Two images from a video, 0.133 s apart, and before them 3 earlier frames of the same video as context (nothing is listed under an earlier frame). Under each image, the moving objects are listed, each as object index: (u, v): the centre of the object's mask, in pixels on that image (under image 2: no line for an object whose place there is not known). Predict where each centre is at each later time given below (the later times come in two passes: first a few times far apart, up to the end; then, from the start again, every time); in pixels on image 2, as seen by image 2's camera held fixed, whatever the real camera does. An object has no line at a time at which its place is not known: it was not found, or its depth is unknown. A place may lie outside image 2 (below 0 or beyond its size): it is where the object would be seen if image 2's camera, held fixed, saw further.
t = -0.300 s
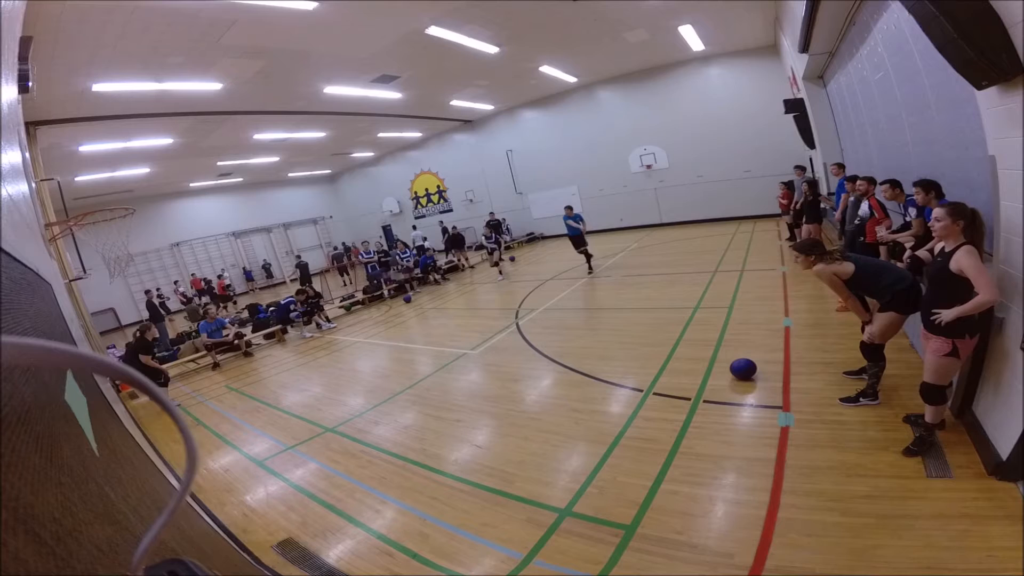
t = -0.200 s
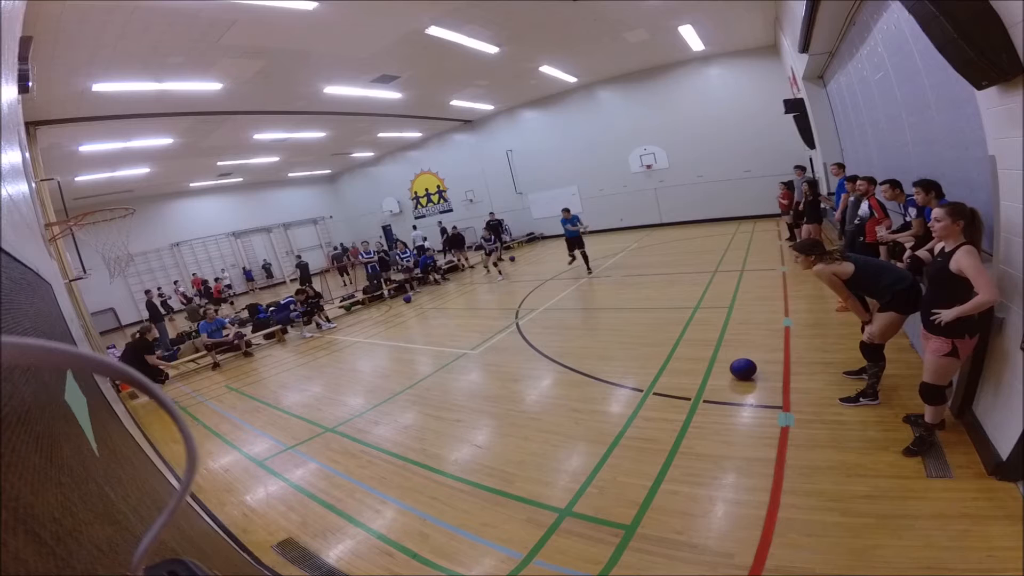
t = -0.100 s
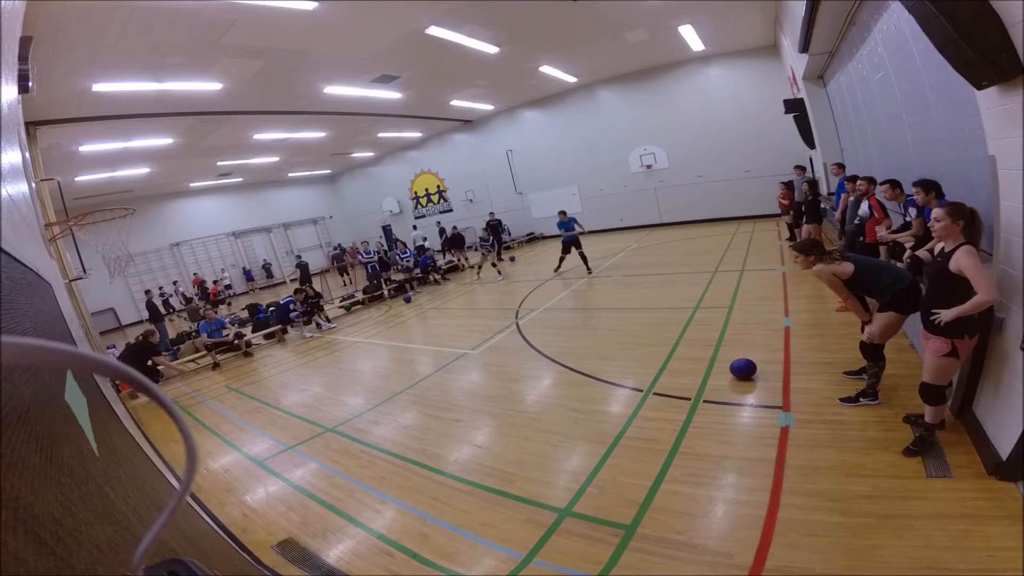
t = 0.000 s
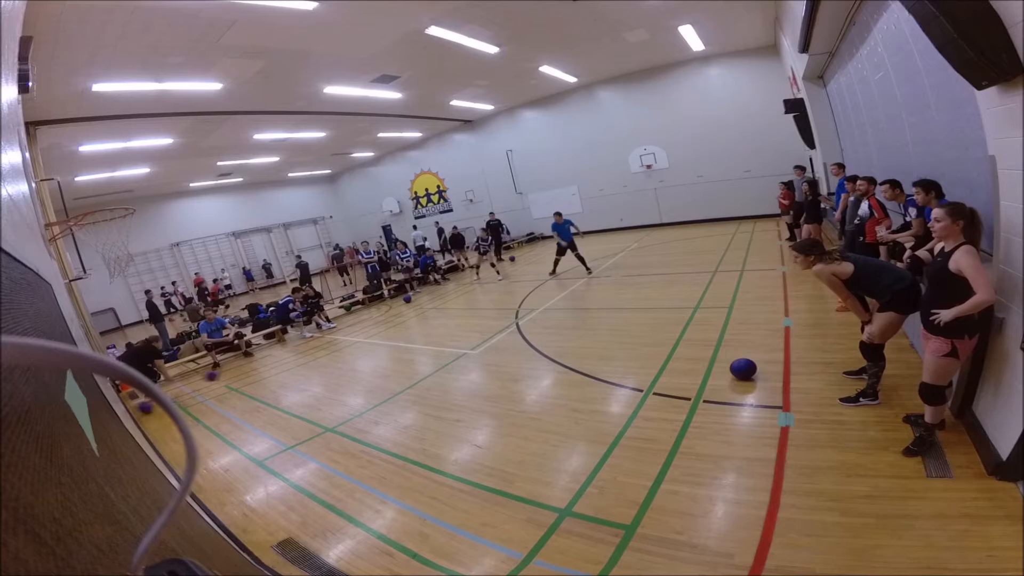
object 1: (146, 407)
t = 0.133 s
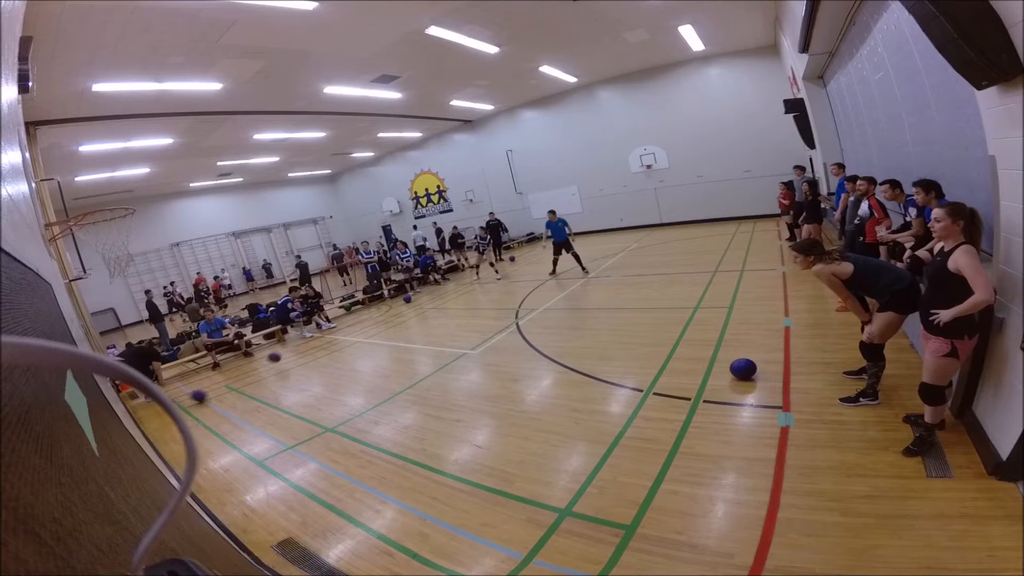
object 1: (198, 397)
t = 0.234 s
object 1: (237, 387)
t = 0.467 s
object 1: (327, 368)
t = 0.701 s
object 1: (405, 348)
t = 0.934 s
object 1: (471, 328)
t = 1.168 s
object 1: (529, 311)
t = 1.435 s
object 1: (589, 293)
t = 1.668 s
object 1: (633, 280)
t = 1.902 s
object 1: (674, 269)
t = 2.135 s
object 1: (710, 259)
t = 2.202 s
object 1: (720, 256)
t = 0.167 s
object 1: (212, 394)
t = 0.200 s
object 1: (225, 390)
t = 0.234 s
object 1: (237, 387)
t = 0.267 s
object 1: (250, 384)
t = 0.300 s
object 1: (264, 382)
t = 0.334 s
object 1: (277, 379)
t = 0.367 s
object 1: (289, 376)
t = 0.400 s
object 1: (302, 372)
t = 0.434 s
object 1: (315, 370)
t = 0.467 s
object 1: (327, 368)
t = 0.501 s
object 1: (339, 364)
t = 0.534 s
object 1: (351, 361)
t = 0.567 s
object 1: (362, 358)
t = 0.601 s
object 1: (374, 356)
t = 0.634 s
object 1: (384, 352)
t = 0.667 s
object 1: (395, 350)
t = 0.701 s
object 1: (405, 348)
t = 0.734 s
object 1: (415, 344)
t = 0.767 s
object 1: (425, 342)
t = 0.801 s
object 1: (434, 340)
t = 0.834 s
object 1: (444, 336)
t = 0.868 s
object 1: (453, 334)
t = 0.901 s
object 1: (462, 331)
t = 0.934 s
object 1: (471, 328)
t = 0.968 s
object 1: (480, 326)
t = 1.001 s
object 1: (489, 323)
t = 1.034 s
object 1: (497, 320)
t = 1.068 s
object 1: (505, 318)
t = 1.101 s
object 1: (514, 316)
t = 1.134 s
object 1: (522, 313)
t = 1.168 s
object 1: (529, 311)
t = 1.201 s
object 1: (538, 308)
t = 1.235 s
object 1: (546, 306)
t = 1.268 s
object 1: (553, 304)
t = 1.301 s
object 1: (561, 302)
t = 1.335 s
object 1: (568, 299)
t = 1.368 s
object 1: (575, 297)
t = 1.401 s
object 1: (582, 295)
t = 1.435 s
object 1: (589, 293)
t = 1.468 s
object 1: (596, 291)
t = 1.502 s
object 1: (602, 289)
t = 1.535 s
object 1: (609, 287)
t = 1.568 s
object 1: (615, 286)
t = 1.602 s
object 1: (621, 284)
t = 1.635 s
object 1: (627, 282)
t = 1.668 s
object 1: (633, 280)
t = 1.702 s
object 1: (639, 279)
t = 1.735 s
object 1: (645, 277)
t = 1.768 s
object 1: (651, 275)
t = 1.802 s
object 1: (657, 274)
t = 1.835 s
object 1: (662, 272)
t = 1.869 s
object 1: (668, 271)
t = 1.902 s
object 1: (674, 269)
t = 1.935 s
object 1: (679, 267)
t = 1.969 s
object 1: (684, 266)
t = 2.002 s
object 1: (690, 265)
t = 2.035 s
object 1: (695, 263)
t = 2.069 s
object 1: (700, 262)
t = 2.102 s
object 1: (705, 260)
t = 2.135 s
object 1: (710, 259)
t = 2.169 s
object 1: (715, 258)
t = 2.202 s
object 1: (720, 256)
